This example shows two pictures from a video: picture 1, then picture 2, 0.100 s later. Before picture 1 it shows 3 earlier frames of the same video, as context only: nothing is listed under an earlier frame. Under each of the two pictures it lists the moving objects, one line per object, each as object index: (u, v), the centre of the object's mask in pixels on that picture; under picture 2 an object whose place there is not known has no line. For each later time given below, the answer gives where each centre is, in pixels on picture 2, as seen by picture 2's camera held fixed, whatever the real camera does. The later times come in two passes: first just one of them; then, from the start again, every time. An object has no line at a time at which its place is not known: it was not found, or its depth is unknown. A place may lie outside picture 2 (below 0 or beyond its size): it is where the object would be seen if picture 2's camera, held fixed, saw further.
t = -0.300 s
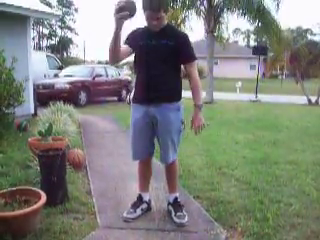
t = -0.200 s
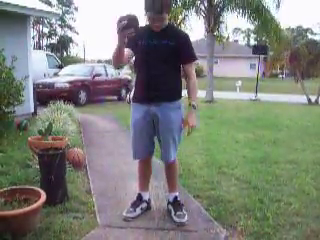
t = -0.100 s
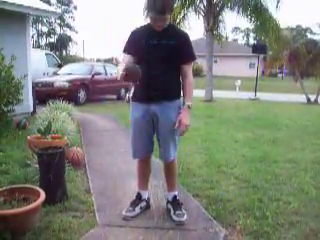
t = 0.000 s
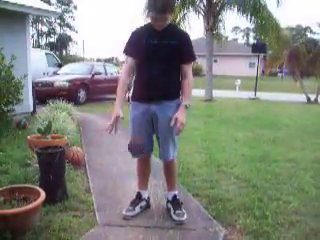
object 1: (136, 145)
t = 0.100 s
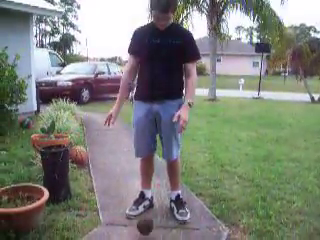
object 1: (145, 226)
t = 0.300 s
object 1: (151, 217)
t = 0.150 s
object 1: (144, 225)
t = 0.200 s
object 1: (149, 221)
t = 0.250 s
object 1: (150, 219)
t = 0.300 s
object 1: (151, 217)
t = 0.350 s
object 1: (152, 215)
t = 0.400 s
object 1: (151, 212)
